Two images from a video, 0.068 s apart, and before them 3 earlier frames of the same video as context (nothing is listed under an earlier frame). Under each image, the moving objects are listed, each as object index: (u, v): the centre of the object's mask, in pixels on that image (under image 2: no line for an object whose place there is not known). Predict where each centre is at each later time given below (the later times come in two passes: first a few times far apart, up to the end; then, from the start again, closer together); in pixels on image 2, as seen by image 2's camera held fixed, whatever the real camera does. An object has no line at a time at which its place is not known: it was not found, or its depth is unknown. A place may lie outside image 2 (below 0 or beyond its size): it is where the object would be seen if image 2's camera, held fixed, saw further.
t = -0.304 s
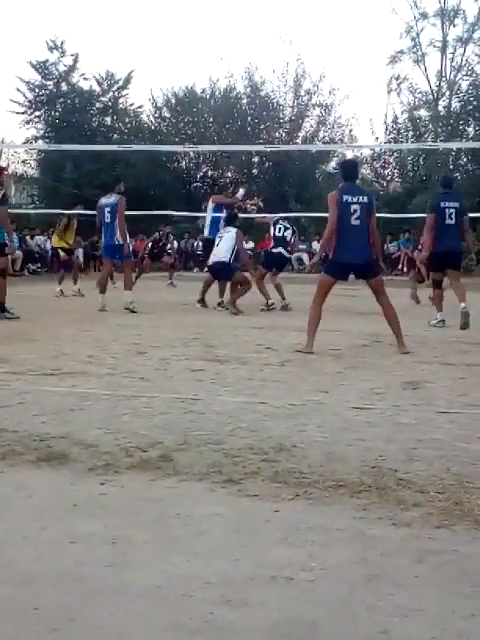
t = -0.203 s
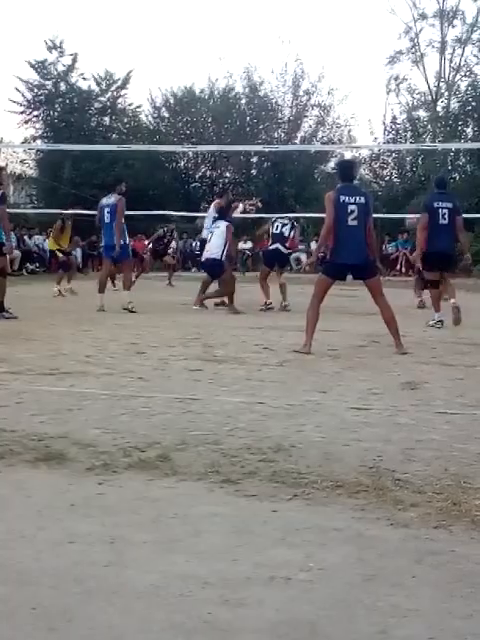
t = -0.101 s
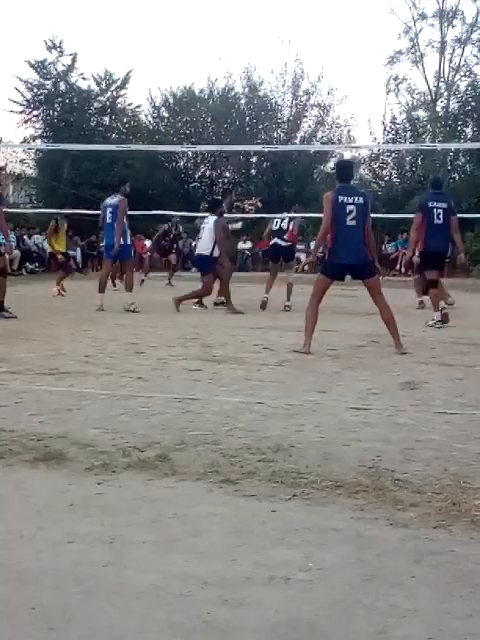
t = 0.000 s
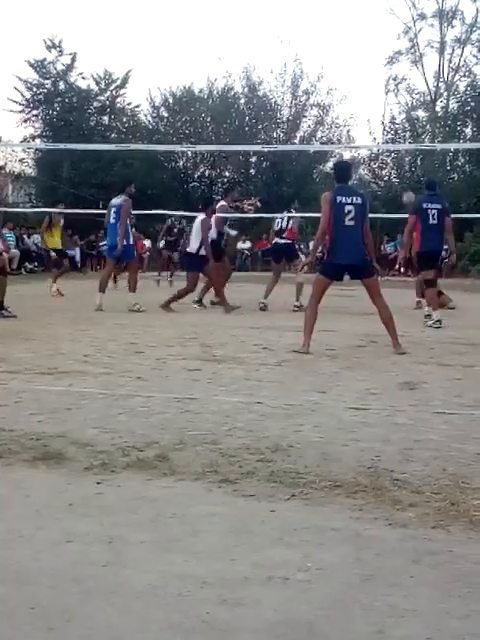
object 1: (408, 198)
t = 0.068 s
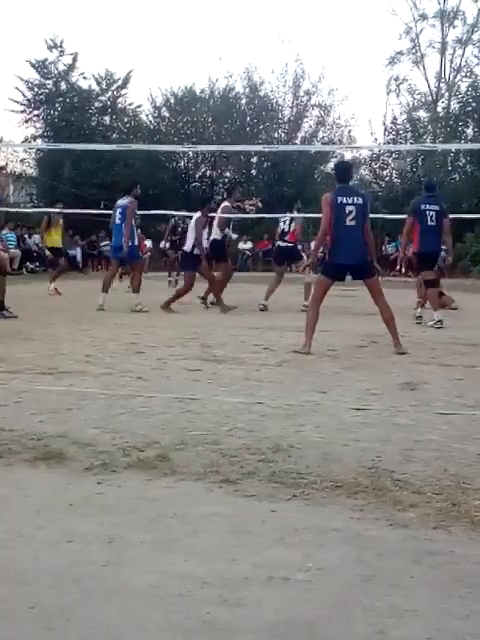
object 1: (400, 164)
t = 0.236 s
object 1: (374, 101)
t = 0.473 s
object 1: (339, 38)
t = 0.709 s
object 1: (305, 9)
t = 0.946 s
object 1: (271, 13)
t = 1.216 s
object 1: (232, 57)
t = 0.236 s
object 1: (374, 101)
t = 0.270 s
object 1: (369, 89)
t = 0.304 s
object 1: (364, 79)
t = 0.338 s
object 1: (359, 69)
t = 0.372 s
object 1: (354, 61)
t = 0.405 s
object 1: (349, 53)
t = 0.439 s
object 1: (344, 45)
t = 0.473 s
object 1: (339, 38)
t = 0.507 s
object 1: (334, 32)
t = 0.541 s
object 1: (330, 26)
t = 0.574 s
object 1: (325, 21)
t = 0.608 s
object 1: (320, 17)
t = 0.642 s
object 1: (315, 14)
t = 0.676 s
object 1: (310, 11)
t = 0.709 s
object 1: (305, 9)
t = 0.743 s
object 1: (300, 7)
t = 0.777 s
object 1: (295, 6)
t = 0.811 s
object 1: (290, 6)
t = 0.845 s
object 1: (285, 7)
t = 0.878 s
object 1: (280, 8)
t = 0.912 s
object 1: (276, 10)
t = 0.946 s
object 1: (271, 13)
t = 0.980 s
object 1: (266, 16)
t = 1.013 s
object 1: (260, 20)
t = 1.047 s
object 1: (256, 24)
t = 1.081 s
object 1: (251, 30)
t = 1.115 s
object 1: (247, 36)
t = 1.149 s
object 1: (242, 42)
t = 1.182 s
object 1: (237, 49)
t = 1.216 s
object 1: (232, 57)
